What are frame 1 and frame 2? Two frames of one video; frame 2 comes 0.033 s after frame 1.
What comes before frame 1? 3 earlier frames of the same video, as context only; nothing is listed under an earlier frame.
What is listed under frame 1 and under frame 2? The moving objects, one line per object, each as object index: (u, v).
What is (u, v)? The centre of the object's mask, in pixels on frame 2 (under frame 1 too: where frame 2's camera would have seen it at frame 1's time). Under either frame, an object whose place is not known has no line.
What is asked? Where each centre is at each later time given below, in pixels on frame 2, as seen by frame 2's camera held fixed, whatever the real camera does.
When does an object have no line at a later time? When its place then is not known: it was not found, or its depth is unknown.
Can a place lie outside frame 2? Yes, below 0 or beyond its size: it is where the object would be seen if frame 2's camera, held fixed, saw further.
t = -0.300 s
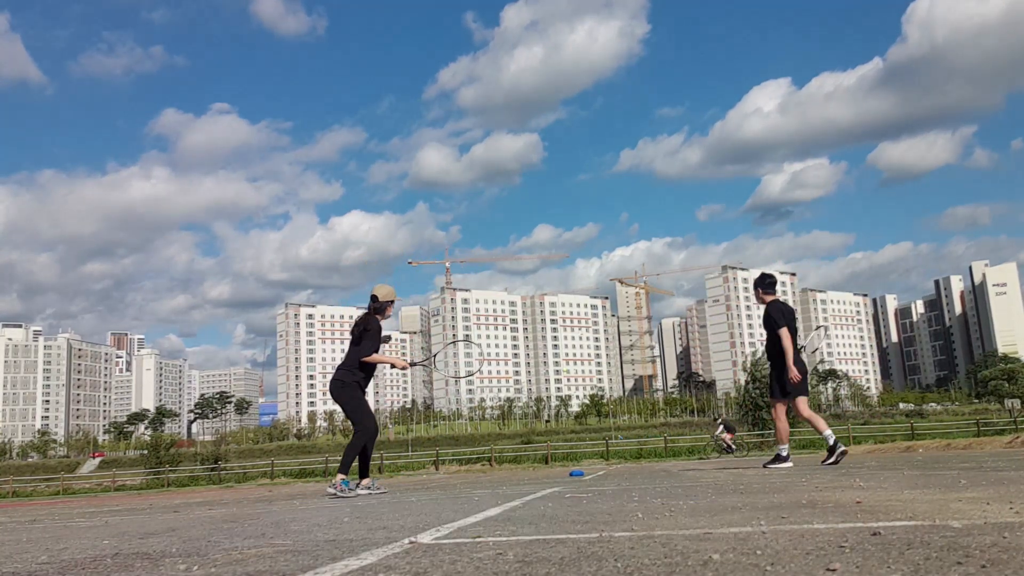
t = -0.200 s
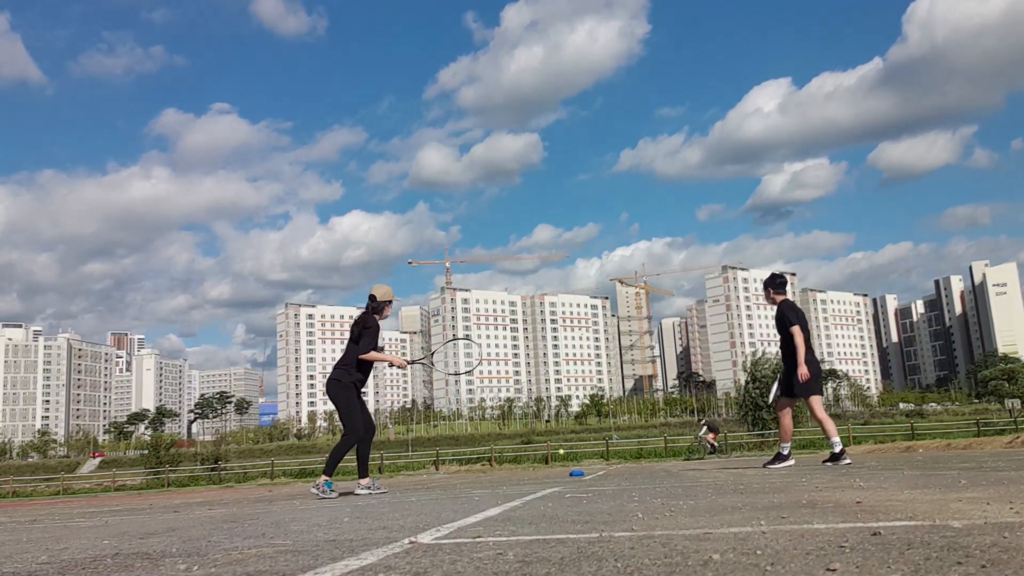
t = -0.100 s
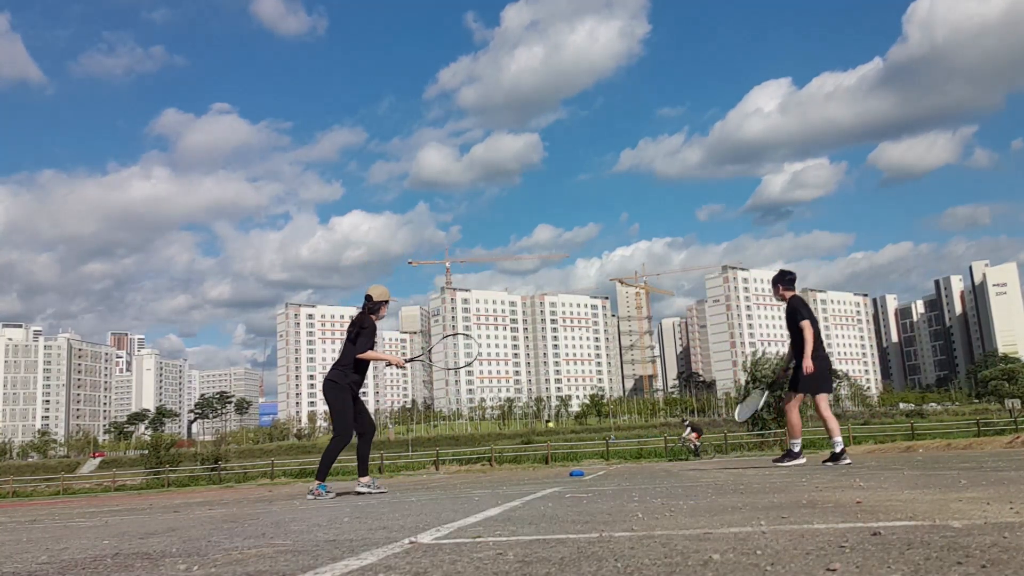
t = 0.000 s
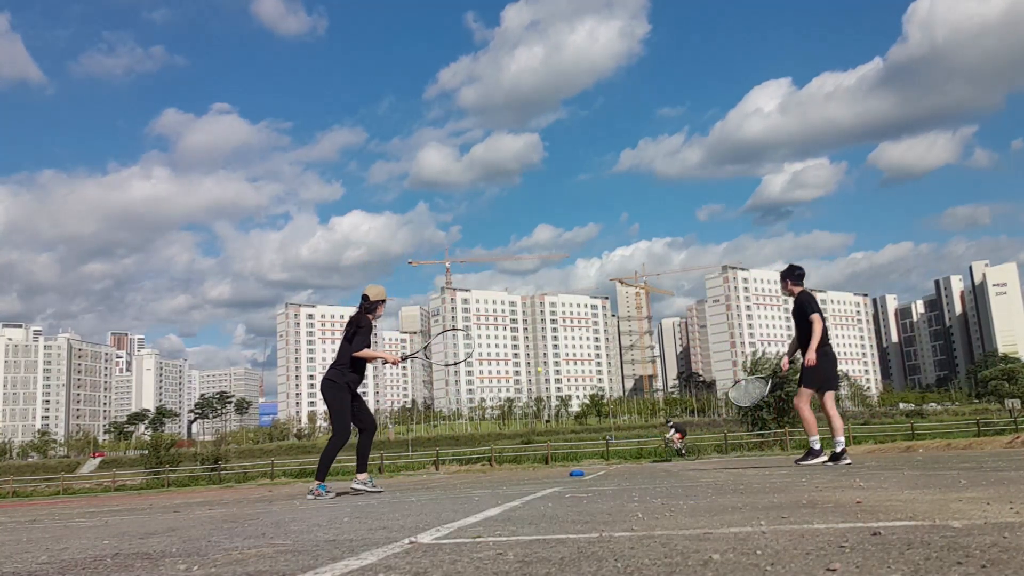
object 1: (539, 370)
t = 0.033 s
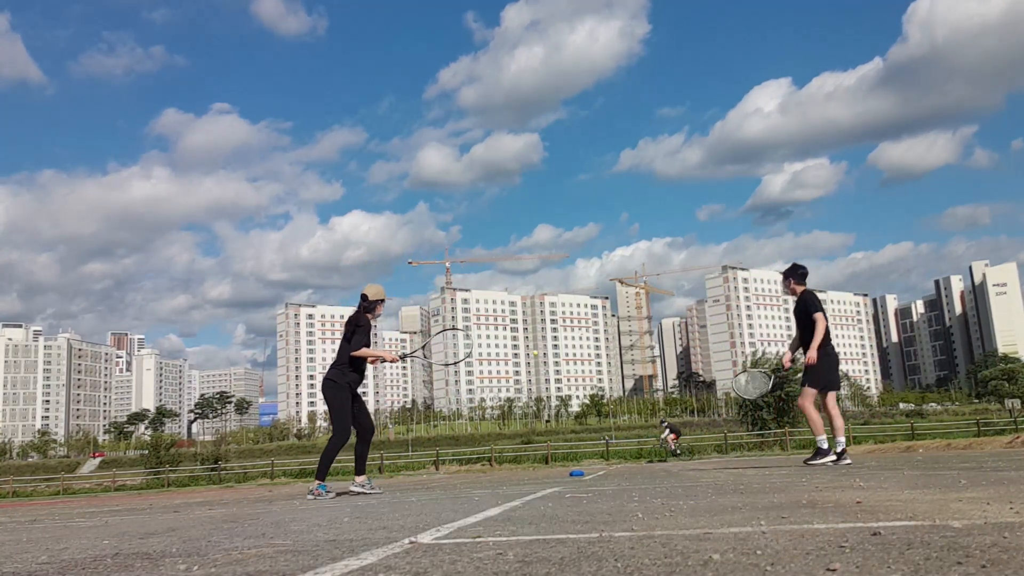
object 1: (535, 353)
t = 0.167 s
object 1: (522, 296)
